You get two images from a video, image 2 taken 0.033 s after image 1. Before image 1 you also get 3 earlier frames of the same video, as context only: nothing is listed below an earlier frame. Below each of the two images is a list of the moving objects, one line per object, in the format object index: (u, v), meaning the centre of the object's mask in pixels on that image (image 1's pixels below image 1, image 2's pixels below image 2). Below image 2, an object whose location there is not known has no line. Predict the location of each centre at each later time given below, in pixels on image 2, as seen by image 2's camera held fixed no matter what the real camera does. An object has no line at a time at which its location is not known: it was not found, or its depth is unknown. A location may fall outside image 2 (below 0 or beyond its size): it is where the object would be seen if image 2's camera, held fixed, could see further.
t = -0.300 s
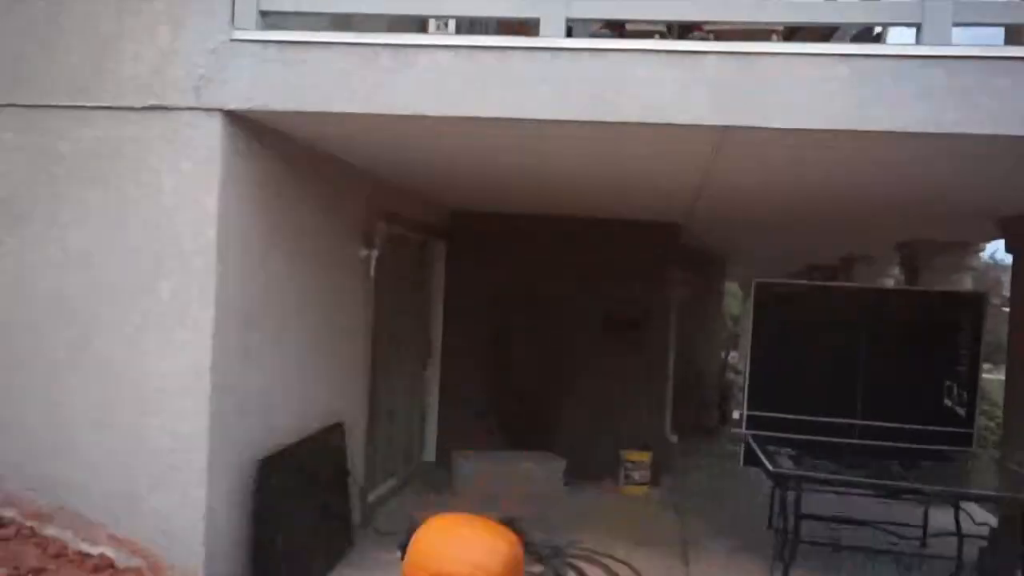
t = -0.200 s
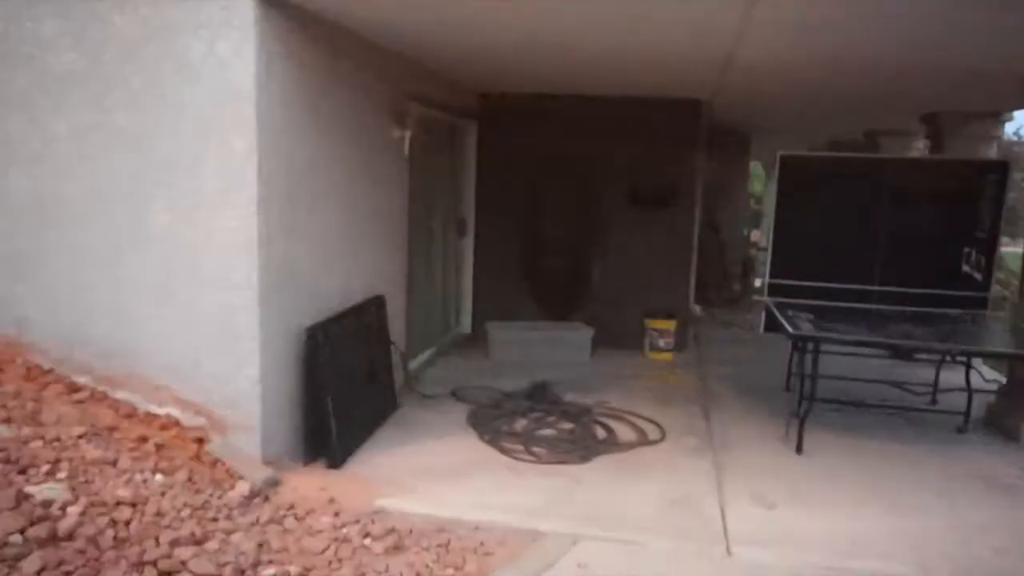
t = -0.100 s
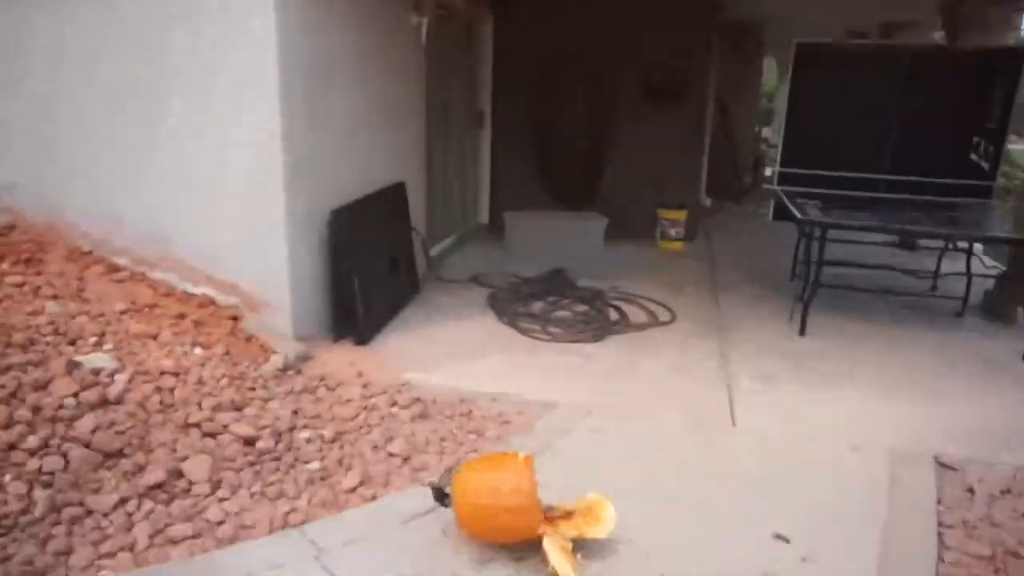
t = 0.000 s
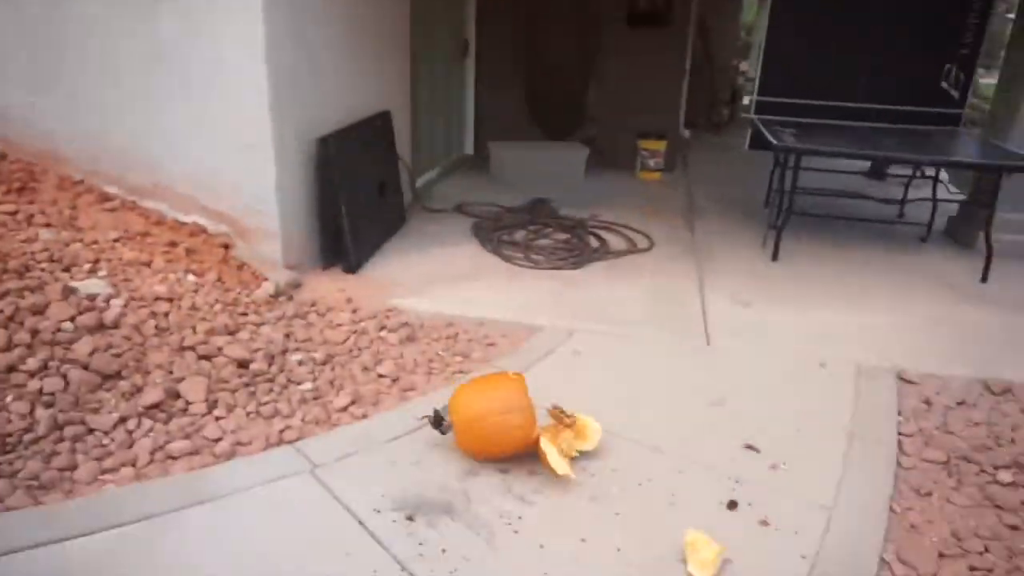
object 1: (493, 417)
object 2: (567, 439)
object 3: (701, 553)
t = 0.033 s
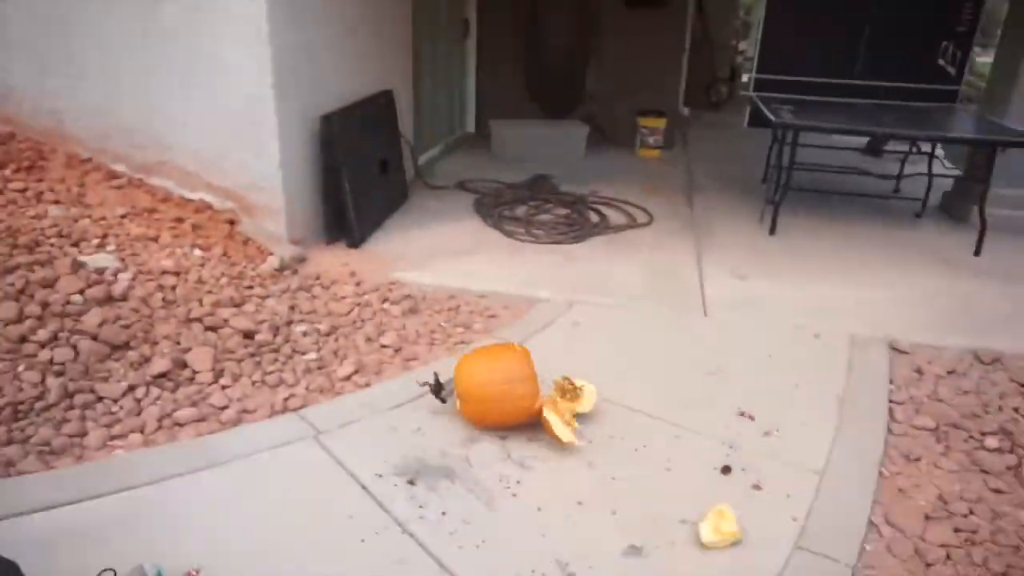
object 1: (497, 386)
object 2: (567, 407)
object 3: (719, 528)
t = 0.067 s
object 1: (501, 383)
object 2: (567, 408)
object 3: (742, 536)
